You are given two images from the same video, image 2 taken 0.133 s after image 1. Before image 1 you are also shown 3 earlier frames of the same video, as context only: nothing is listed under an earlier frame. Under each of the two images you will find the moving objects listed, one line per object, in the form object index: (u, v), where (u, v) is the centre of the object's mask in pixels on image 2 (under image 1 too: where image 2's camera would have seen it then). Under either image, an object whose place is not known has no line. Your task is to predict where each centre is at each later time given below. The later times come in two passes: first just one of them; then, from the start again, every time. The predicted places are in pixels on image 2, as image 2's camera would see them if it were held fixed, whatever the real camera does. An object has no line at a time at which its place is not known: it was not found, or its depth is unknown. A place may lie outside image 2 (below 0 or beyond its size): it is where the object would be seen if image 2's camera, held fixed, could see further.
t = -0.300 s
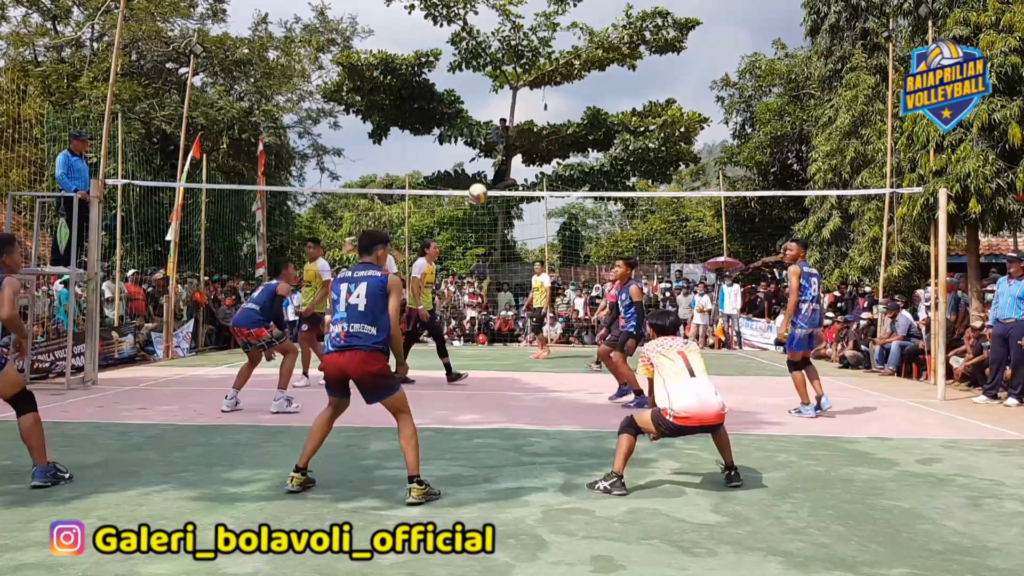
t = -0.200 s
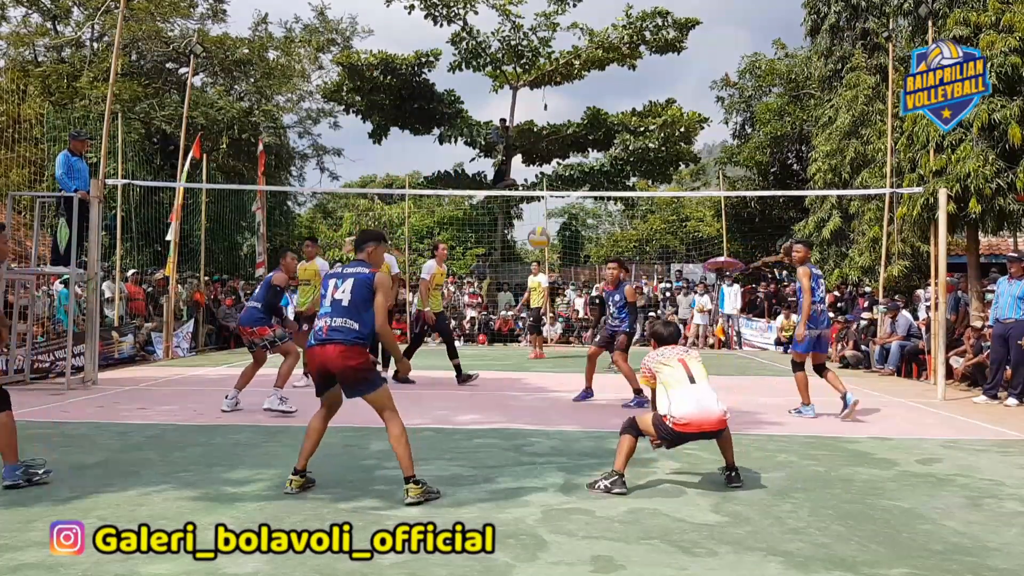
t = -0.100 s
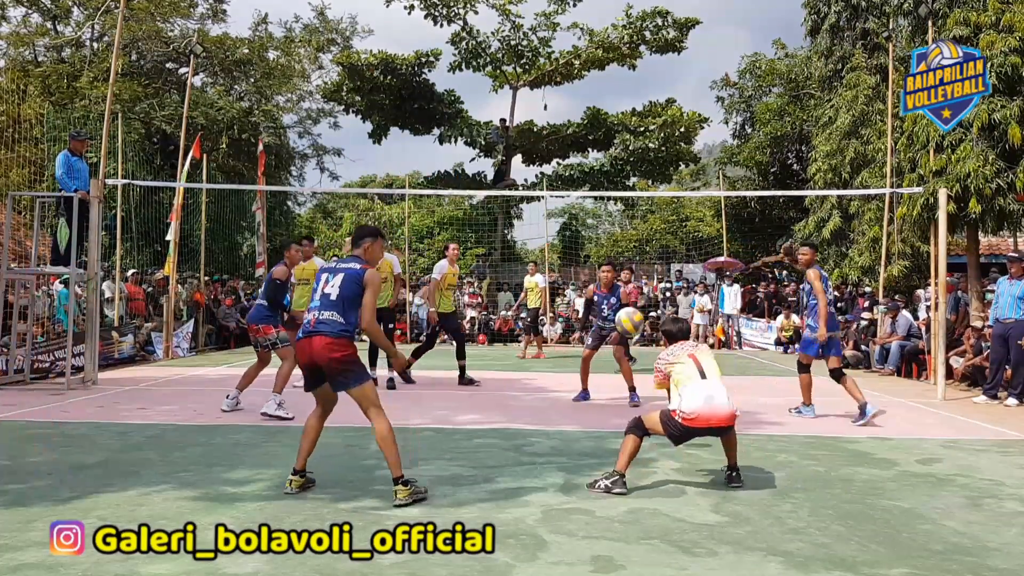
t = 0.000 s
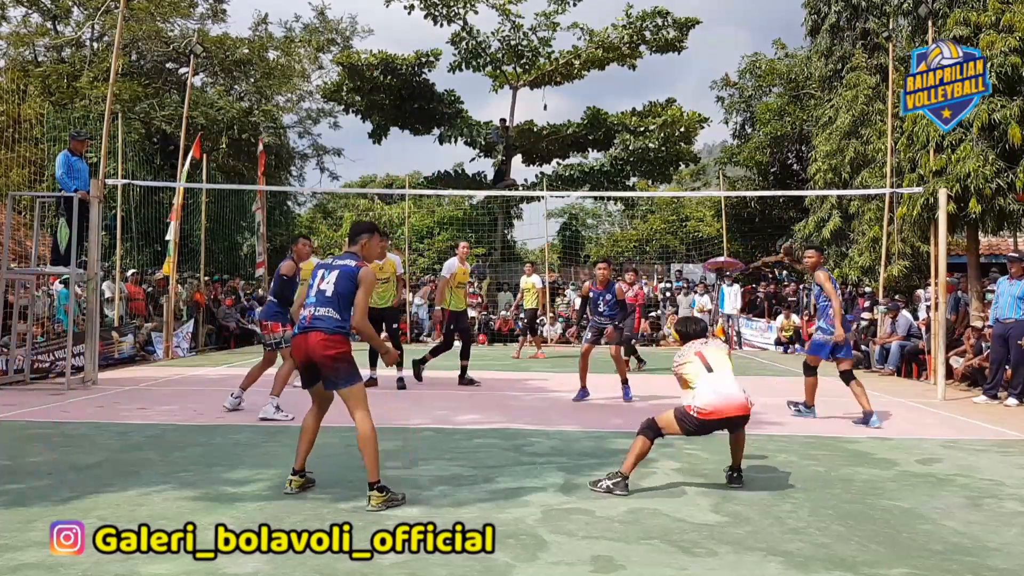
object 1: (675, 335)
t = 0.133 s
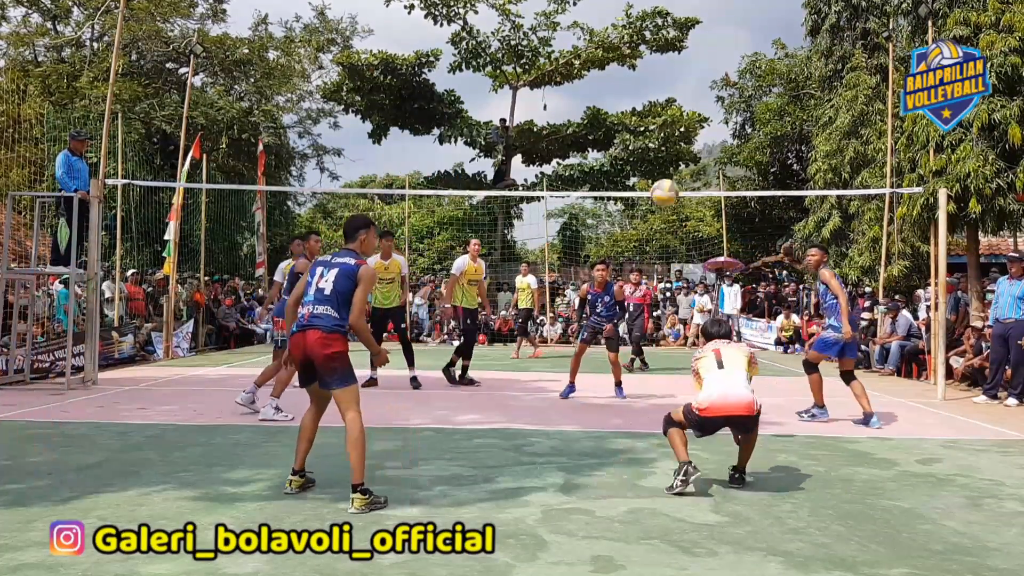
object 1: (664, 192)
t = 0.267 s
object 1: (648, 97)
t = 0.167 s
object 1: (660, 166)
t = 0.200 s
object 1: (655, 140)
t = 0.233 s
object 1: (651, 118)
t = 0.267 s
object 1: (648, 97)
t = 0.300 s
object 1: (644, 78)
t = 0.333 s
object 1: (640, 61)
